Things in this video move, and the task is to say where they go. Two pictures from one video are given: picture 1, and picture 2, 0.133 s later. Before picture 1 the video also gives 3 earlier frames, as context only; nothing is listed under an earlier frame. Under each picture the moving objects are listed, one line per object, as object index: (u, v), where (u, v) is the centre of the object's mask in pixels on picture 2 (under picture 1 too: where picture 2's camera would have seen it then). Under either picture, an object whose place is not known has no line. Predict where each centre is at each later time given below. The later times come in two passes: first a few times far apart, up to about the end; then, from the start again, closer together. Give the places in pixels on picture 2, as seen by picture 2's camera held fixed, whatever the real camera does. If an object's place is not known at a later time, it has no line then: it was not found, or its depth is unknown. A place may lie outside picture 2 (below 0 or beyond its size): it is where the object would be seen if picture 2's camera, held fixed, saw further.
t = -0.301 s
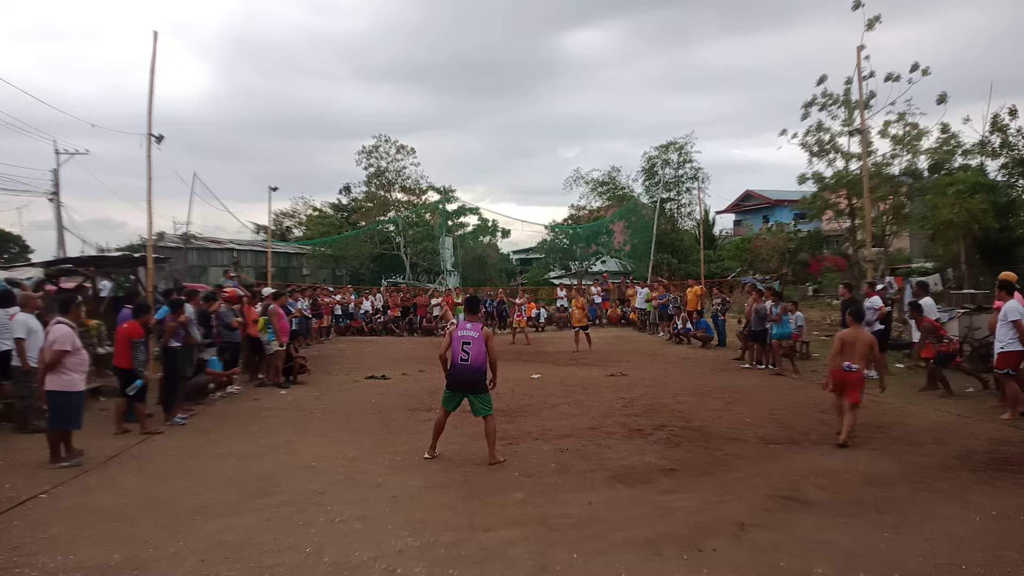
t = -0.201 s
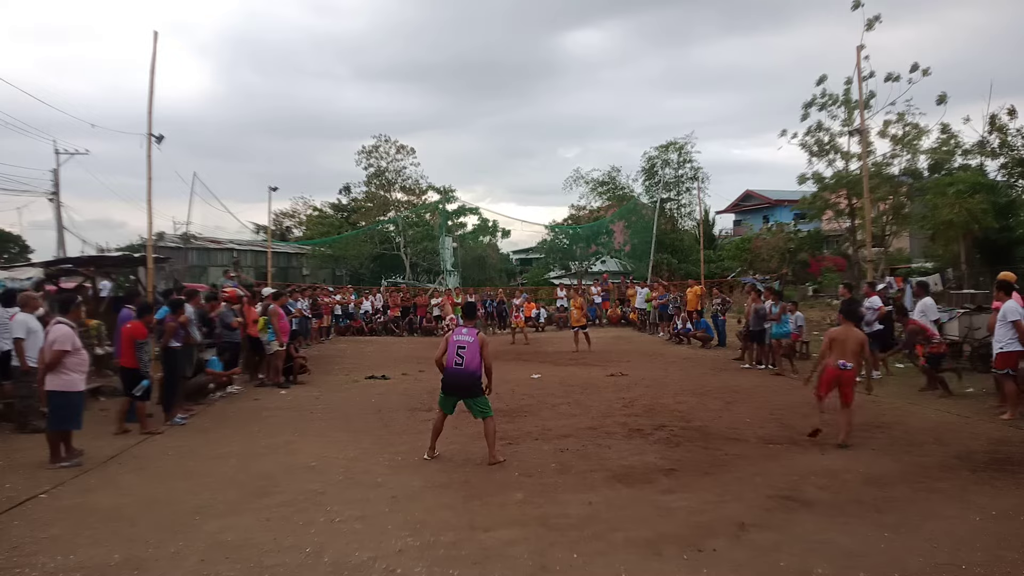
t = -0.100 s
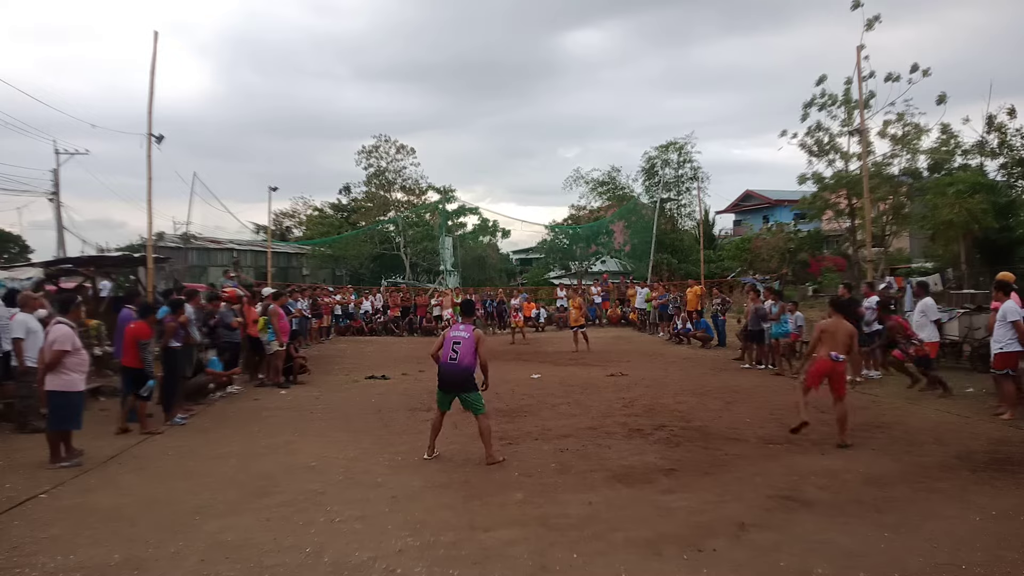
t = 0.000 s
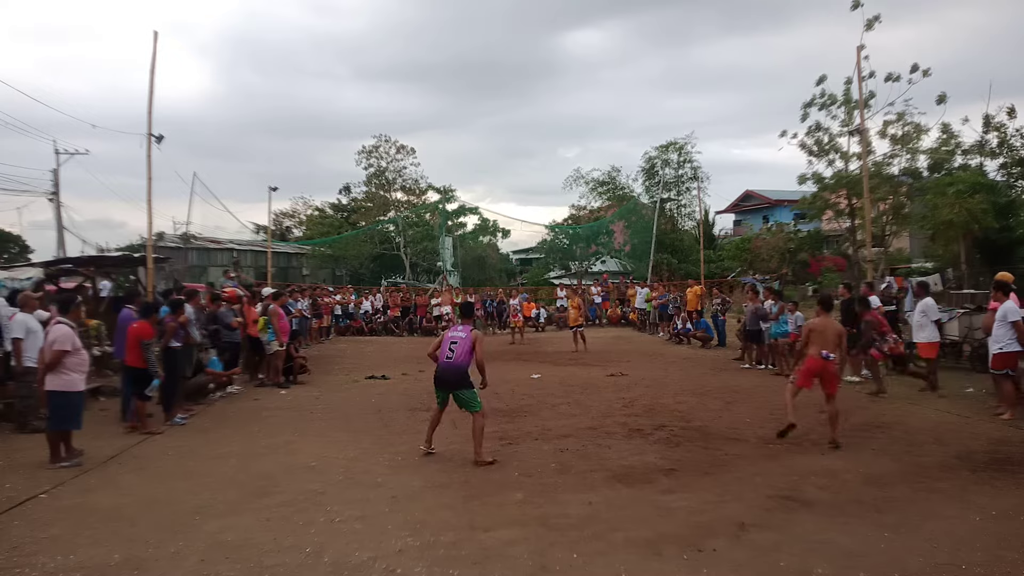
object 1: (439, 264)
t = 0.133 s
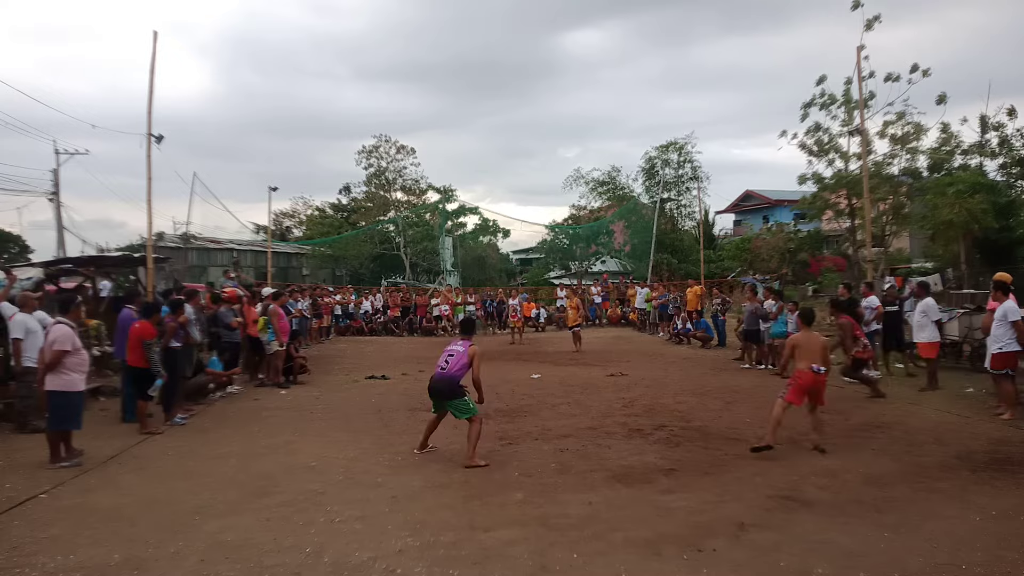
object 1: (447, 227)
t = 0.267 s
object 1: (456, 191)
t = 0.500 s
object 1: (474, 138)
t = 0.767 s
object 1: (499, 97)
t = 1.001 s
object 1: (531, 96)
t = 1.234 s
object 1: (582, 172)
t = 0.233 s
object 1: (454, 200)
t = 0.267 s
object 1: (456, 191)
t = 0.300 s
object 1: (459, 183)
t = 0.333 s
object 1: (461, 174)
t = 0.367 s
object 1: (463, 167)
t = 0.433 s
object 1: (468, 151)
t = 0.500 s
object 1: (474, 138)
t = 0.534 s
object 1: (476, 131)
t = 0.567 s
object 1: (479, 125)
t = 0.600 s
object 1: (482, 119)
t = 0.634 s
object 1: (485, 113)
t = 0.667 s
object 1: (489, 109)
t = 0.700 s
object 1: (492, 104)
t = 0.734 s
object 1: (496, 101)
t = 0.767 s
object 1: (499, 97)
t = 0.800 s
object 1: (503, 94)
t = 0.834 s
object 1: (507, 93)
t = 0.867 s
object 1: (511, 91)
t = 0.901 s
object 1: (516, 91)
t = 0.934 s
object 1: (521, 91)
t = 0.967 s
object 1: (526, 93)
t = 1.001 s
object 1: (531, 96)
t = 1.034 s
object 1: (537, 101)
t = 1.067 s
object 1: (543, 107)
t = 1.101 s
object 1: (550, 115)
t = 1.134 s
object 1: (557, 125)
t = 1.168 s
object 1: (565, 138)
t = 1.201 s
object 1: (573, 154)
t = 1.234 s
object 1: (582, 172)
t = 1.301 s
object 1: (603, 221)
